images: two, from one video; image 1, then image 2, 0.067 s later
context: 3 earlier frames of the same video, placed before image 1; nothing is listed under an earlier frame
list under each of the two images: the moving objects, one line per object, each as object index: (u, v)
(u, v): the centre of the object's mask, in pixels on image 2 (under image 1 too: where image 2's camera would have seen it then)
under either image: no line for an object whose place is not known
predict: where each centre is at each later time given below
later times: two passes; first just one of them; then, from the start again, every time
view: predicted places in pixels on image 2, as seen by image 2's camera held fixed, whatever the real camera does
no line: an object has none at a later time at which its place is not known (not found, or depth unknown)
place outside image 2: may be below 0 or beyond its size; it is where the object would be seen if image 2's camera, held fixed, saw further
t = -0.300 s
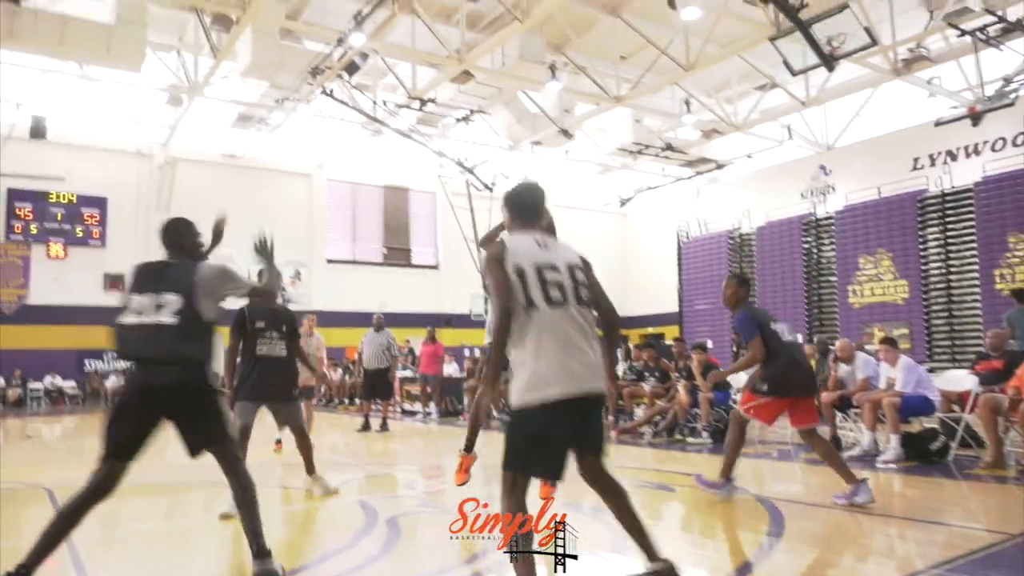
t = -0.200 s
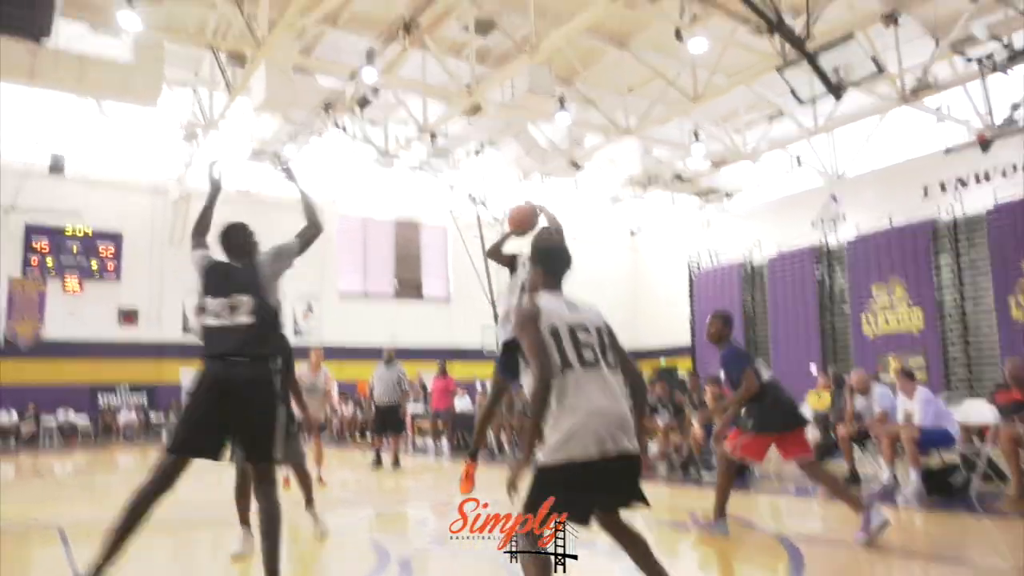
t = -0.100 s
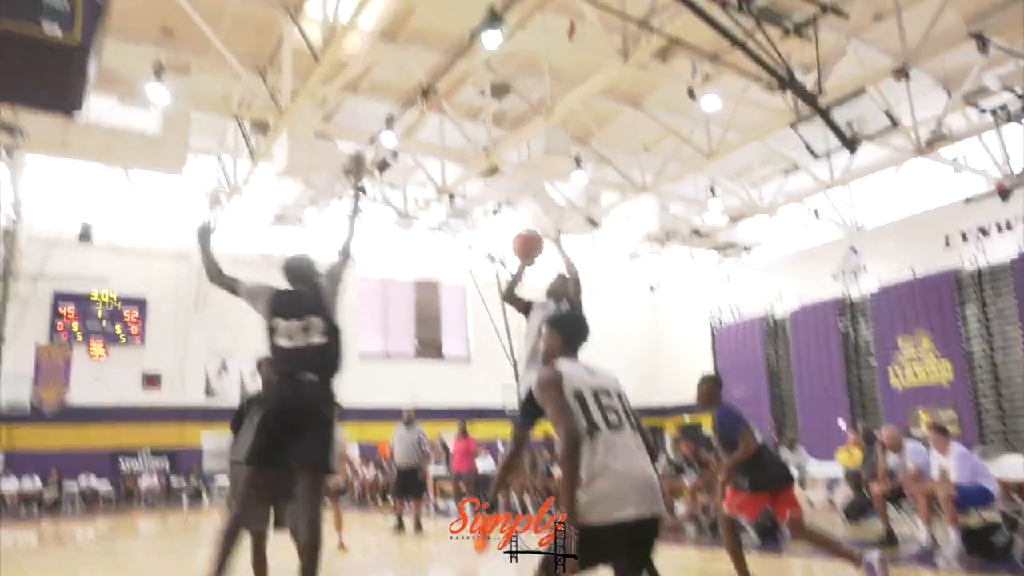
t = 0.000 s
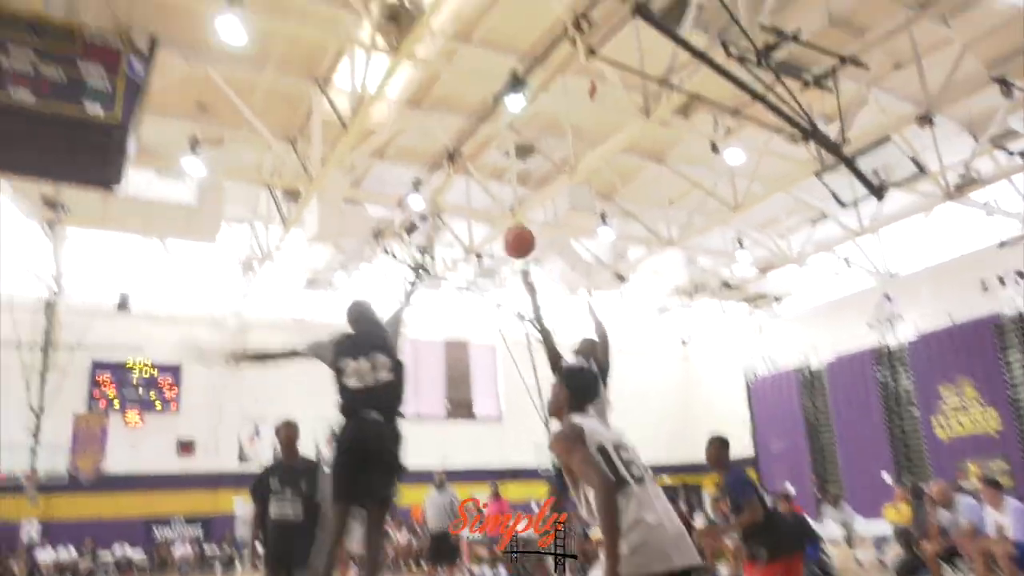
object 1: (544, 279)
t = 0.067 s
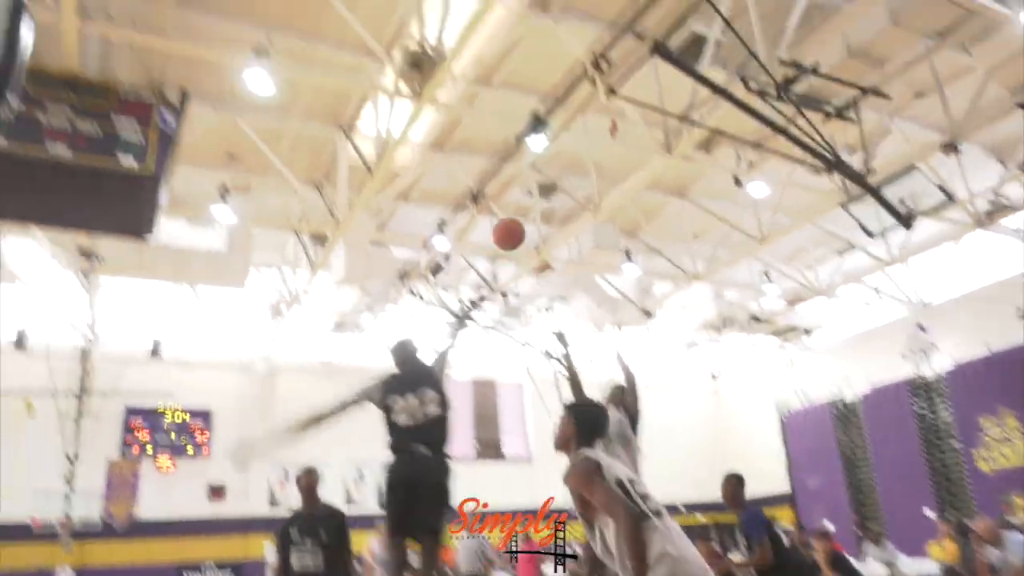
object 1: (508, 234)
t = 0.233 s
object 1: (415, 135)
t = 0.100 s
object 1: (491, 212)
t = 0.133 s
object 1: (471, 192)
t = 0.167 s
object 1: (453, 172)
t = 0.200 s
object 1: (434, 153)
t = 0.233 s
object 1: (415, 135)
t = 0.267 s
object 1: (395, 117)
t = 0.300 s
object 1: (375, 102)
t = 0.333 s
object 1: (355, 87)
